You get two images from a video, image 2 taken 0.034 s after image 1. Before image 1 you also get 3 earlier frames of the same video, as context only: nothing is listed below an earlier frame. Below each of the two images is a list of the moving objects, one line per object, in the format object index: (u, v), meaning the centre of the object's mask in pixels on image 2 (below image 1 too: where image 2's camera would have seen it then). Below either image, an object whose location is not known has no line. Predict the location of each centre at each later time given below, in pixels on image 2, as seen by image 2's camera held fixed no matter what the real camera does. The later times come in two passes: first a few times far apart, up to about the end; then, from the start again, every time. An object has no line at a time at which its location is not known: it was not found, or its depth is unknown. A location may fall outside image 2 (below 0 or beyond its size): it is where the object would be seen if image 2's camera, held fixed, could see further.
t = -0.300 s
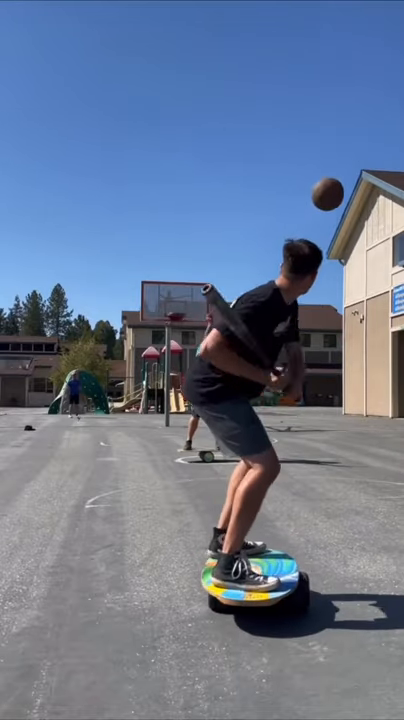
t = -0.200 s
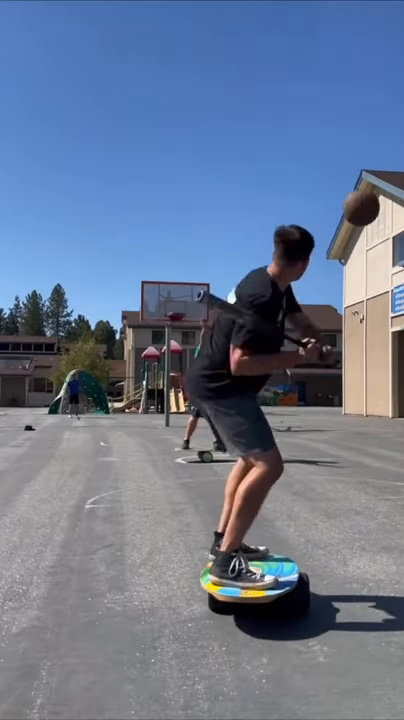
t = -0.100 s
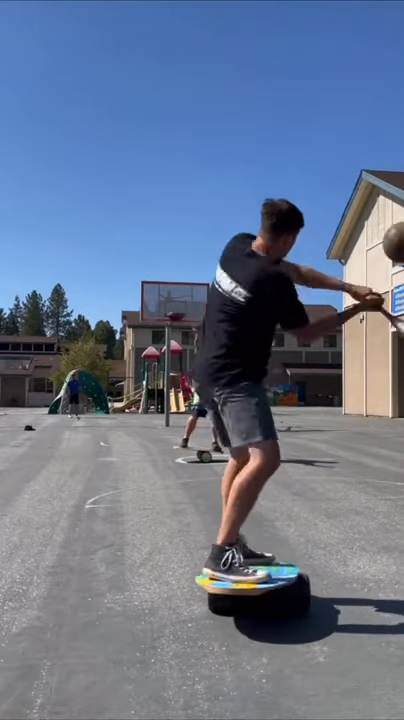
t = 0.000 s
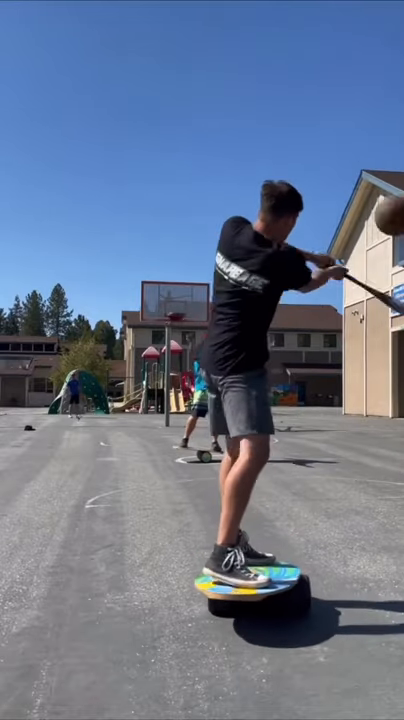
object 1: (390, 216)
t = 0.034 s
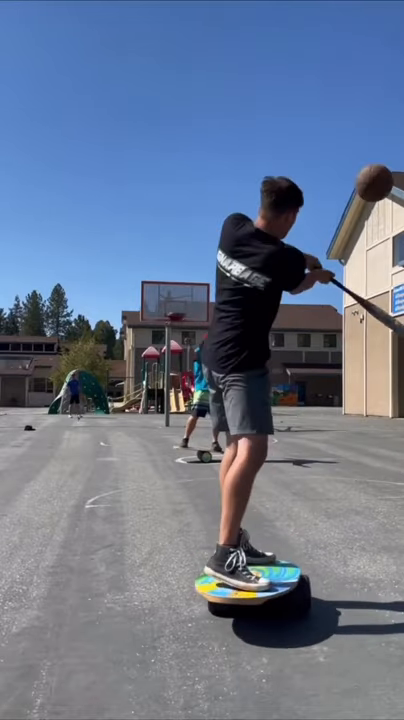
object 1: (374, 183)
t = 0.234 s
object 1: (295, 76)
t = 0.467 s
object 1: (250, 46)
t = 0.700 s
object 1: (224, 59)
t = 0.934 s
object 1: (207, 96)
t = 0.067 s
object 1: (356, 155)
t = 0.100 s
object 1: (341, 133)
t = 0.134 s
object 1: (327, 115)
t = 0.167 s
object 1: (315, 99)
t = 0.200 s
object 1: (304, 87)
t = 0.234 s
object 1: (295, 76)
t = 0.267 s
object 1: (286, 68)
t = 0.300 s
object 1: (279, 61)
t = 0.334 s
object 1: (272, 56)
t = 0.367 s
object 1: (266, 51)
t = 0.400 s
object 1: (260, 48)
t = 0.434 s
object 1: (255, 47)
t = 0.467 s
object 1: (250, 46)
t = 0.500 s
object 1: (246, 46)
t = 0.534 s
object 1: (241, 47)
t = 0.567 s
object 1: (237, 48)
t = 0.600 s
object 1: (234, 50)
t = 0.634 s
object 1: (230, 53)
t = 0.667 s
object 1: (227, 56)
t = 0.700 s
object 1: (224, 59)
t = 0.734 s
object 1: (221, 64)
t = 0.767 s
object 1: (219, 69)
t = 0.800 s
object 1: (216, 73)
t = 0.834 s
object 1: (214, 79)
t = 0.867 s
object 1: (211, 84)
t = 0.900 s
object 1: (209, 90)
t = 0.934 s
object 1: (207, 96)
